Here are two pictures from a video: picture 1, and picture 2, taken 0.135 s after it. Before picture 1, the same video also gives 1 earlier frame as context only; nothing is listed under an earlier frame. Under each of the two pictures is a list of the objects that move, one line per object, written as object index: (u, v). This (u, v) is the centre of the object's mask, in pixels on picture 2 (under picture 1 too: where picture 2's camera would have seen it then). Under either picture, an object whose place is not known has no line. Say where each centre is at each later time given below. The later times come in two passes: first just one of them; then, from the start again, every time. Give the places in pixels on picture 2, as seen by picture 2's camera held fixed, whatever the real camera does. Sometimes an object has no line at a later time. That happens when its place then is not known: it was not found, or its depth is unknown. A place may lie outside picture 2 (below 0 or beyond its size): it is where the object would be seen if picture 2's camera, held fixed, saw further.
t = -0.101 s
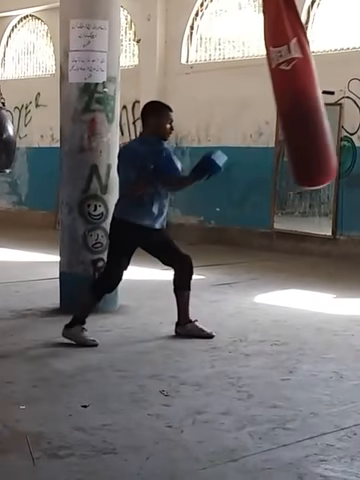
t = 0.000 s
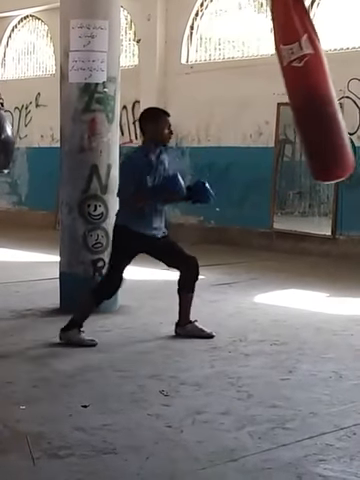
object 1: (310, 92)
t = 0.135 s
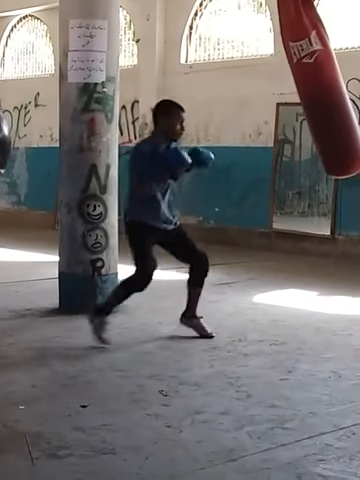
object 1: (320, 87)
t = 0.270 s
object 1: (322, 84)
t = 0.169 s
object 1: (322, 86)
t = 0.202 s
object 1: (321, 85)
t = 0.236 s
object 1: (321, 85)
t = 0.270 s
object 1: (322, 84)
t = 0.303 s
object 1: (321, 85)
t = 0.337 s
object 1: (320, 87)
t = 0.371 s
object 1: (319, 87)
